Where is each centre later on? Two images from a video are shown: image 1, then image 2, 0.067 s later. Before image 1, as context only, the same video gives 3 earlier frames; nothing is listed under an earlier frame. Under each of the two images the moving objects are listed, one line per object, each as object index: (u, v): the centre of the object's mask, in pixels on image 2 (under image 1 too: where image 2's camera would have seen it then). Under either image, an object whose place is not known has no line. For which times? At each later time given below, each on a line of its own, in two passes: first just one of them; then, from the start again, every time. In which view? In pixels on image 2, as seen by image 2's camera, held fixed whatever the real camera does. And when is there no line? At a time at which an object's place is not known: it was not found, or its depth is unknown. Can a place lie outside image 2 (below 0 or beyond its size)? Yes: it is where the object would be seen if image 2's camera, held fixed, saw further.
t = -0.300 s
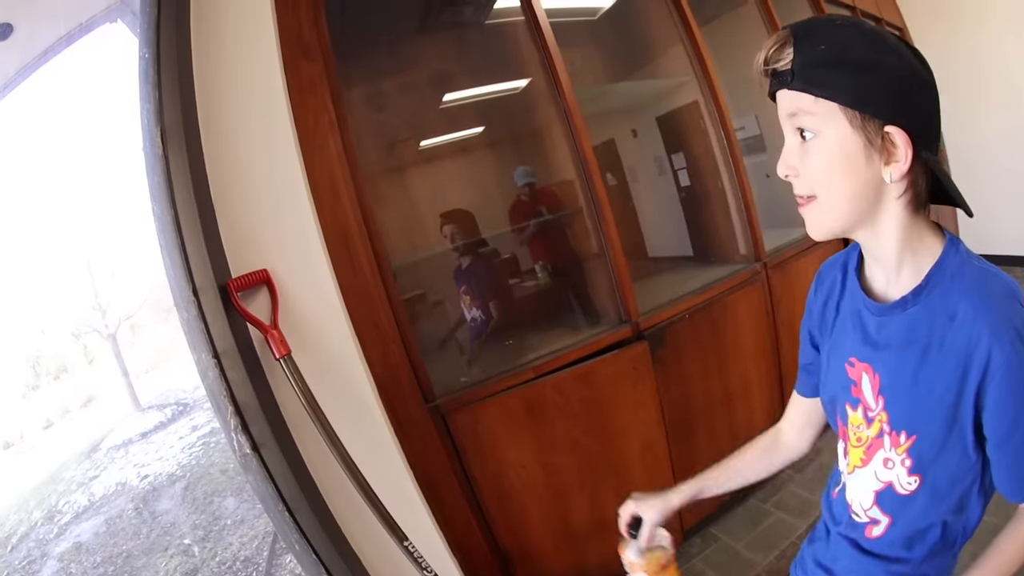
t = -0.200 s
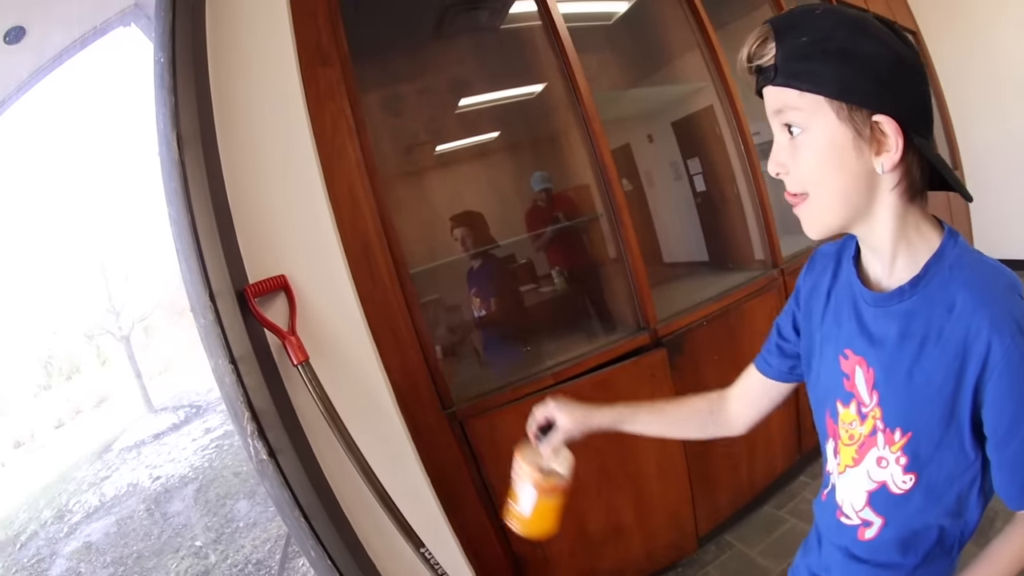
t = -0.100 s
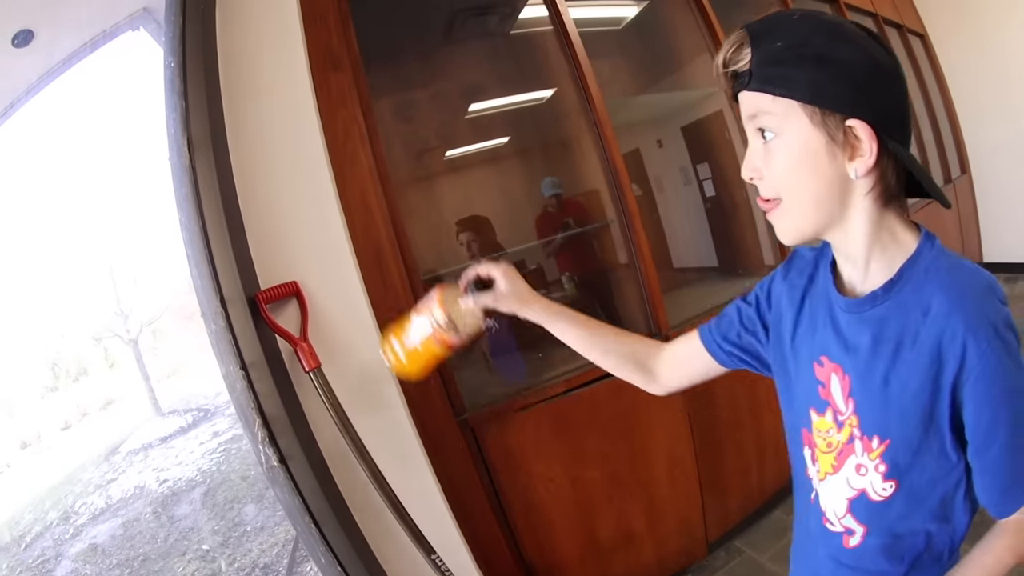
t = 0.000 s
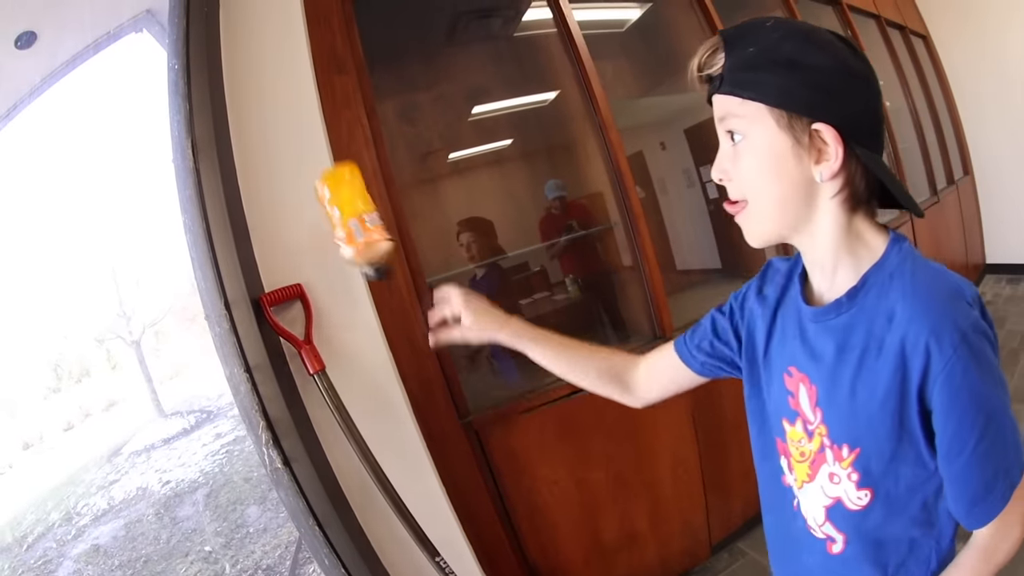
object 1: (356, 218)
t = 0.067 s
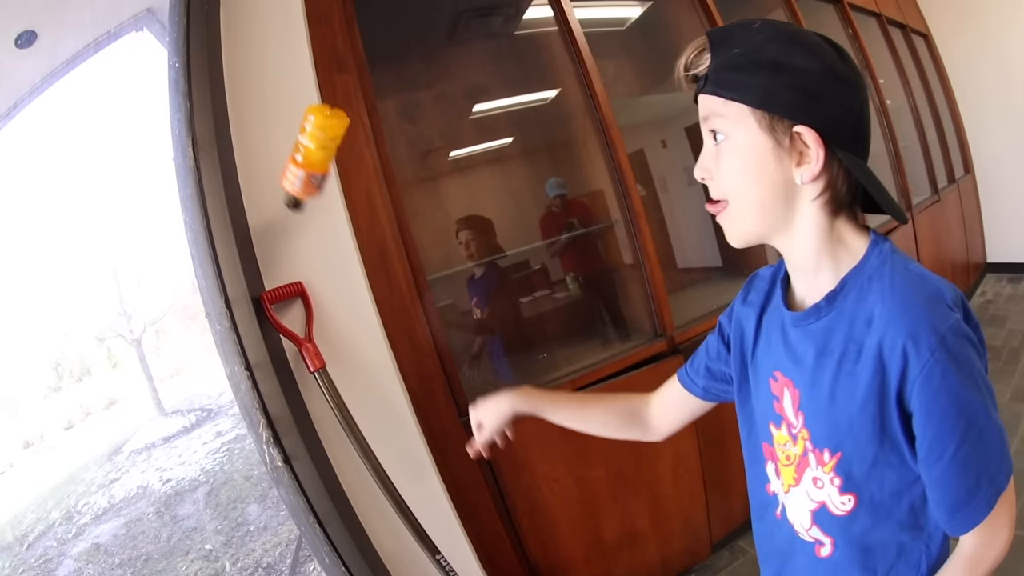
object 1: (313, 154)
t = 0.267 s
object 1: (264, 131)
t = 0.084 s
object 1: (307, 141)
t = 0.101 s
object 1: (301, 132)
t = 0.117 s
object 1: (297, 125)
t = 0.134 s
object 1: (292, 120)
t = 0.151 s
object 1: (289, 117)
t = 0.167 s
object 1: (285, 115)
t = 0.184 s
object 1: (282, 114)
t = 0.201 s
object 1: (277, 116)
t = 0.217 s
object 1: (274, 118)
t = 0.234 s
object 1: (271, 121)
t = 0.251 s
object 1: (267, 125)
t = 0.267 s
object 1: (264, 131)
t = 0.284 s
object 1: (262, 137)
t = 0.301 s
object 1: (259, 144)
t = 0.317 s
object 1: (257, 151)
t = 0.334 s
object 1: (255, 160)
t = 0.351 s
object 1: (254, 168)
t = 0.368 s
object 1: (254, 178)
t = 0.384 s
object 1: (256, 188)
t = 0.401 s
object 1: (258, 199)
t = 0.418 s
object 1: (260, 213)
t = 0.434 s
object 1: (263, 228)
